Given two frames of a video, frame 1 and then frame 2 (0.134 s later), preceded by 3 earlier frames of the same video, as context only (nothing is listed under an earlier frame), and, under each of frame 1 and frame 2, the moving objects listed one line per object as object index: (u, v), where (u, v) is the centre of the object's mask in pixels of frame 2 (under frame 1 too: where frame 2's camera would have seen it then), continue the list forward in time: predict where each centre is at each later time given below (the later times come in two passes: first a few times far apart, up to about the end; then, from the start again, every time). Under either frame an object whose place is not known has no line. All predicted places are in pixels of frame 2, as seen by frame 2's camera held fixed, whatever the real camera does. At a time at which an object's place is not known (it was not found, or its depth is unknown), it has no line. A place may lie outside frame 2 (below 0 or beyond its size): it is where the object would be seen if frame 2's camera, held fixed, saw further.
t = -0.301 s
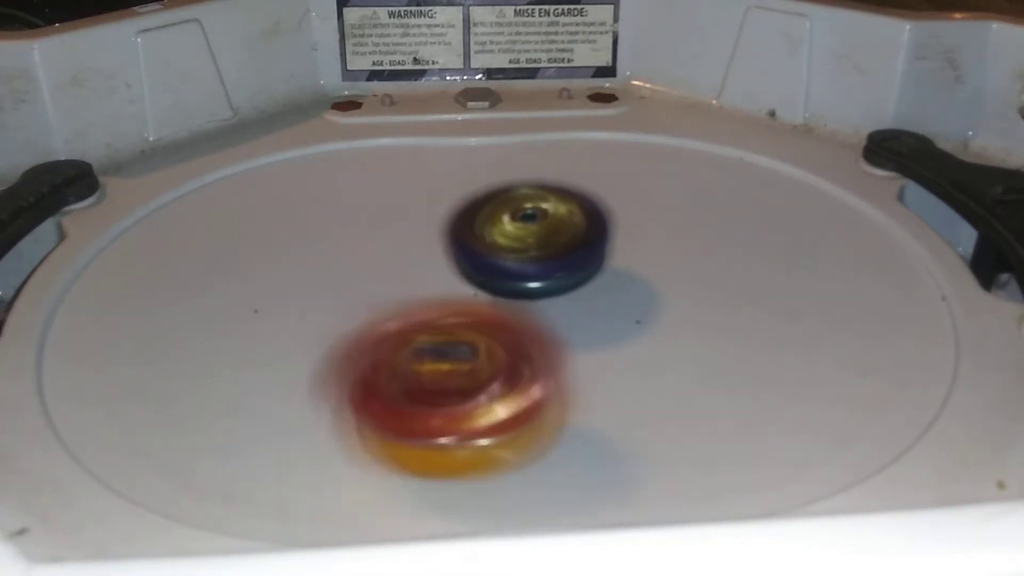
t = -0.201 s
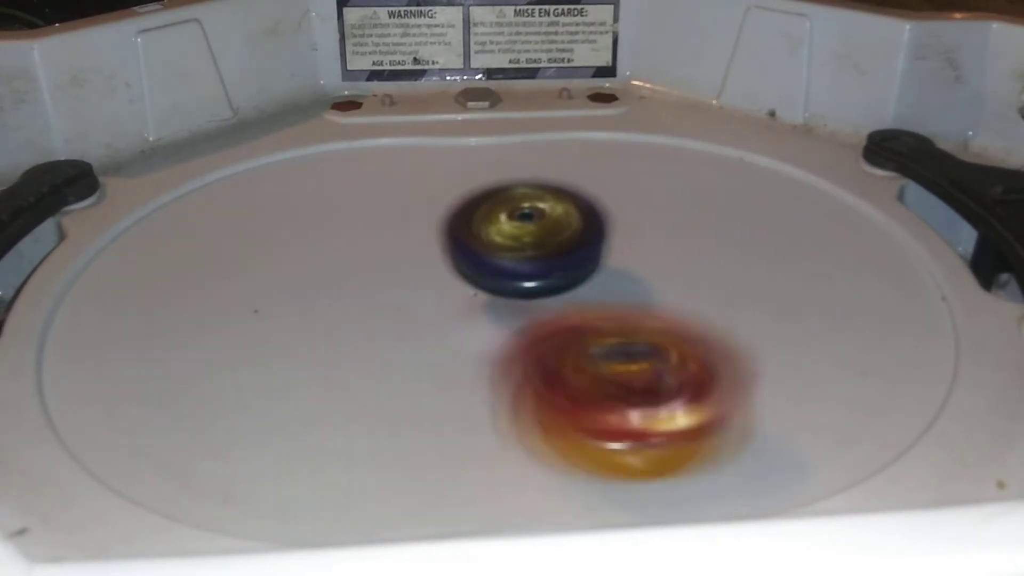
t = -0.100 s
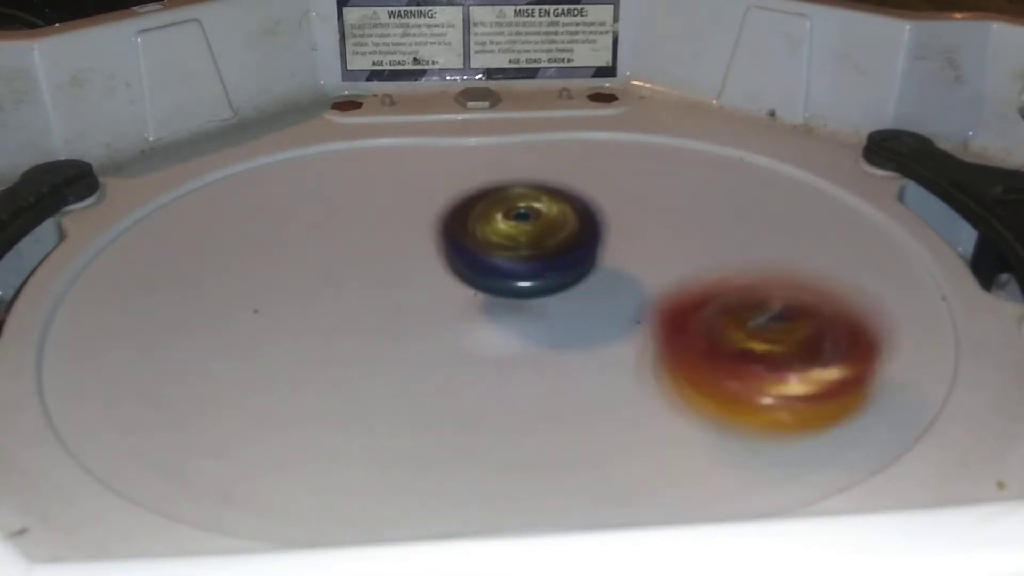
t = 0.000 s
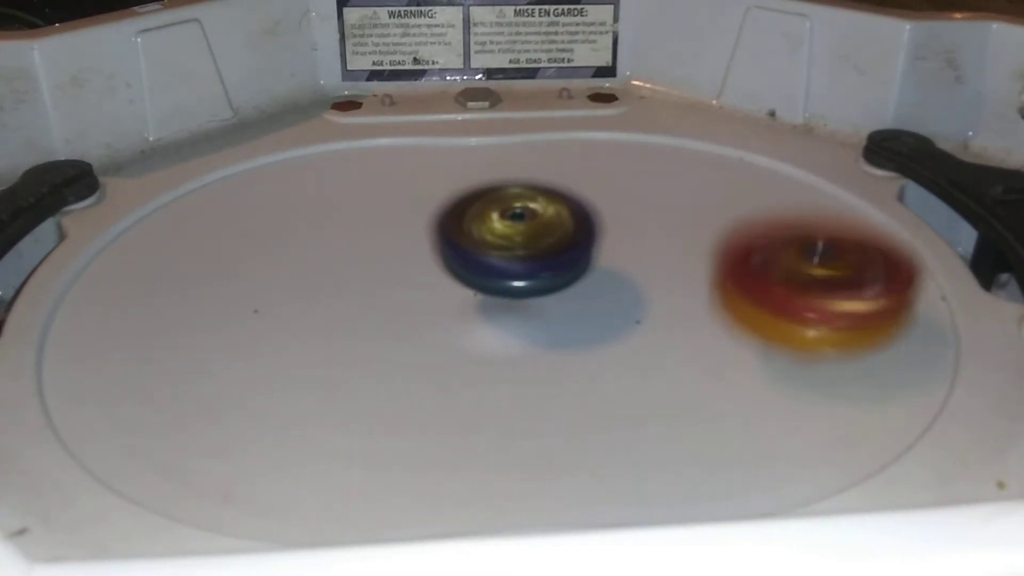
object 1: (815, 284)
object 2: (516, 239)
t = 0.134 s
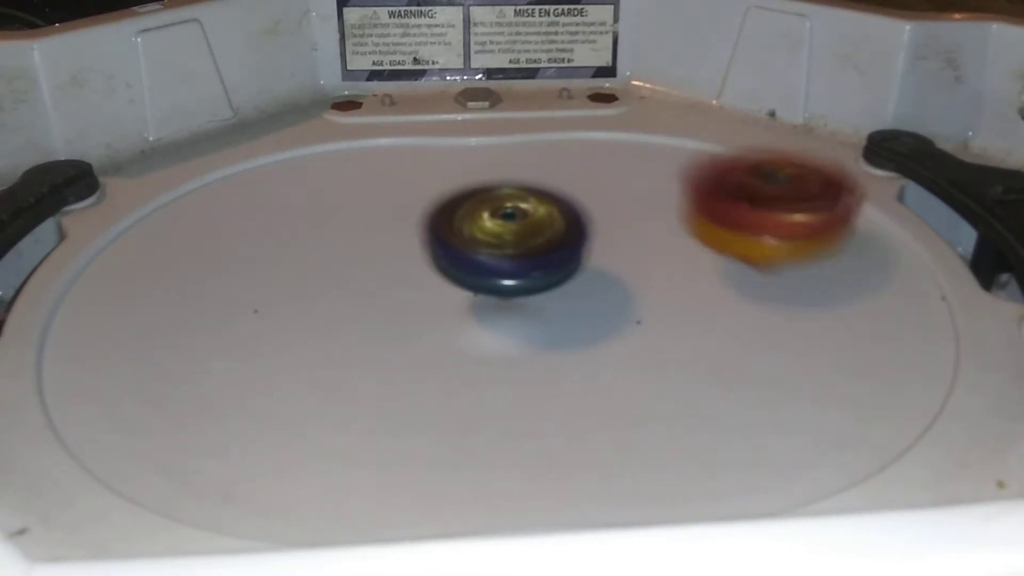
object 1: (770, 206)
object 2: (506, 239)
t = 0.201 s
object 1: (724, 179)
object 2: (499, 239)
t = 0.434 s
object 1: (492, 149)
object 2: (465, 247)
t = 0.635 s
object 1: (268, 203)
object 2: (463, 295)
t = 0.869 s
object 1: (217, 358)
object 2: (487, 301)
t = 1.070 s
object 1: (521, 407)
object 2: (517, 273)
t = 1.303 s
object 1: (907, 347)
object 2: (609, 191)
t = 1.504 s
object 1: (840, 215)
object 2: (620, 182)
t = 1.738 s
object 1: (766, 125)
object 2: (407, 179)
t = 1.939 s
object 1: (589, 123)
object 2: (294, 164)
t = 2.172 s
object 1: (547, 217)
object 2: (147, 162)
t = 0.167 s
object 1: (748, 191)
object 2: (503, 239)
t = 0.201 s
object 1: (724, 179)
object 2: (499, 239)
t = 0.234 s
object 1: (692, 169)
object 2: (496, 240)
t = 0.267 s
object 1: (659, 158)
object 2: (491, 240)
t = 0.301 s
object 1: (629, 153)
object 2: (485, 241)
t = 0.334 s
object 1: (597, 148)
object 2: (480, 242)
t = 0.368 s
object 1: (559, 147)
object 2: (474, 243)
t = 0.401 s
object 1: (526, 148)
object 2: (469, 245)
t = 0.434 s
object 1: (492, 149)
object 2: (465, 247)
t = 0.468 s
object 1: (455, 153)
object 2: (465, 250)
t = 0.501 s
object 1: (409, 159)
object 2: (467, 259)
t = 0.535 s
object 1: (370, 168)
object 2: (466, 272)
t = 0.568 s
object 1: (333, 175)
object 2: (464, 286)
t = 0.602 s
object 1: (300, 189)
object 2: (462, 292)
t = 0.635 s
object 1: (268, 203)
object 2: (463, 295)
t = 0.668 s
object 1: (239, 219)
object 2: (465, 297)
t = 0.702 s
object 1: (219, 235)
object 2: (466, 298)
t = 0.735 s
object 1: (199, 259)
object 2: (471, 300)
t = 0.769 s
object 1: (187, 284)
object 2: (474, 301)
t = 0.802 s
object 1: (186, 306)
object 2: (478, 301)
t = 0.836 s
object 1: (196, 331)
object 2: (483, 302)
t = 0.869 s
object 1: (217, 358)
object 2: (487, 301)
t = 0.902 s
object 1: (247, 374)
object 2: (492, 302)
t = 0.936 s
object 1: (301, 391)
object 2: (498, 302)
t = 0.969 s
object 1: (350, 398)
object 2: (502, 300)
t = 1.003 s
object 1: (410, 397)
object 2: (515, 293)
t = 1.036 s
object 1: (464, 393)
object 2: (517, 285)
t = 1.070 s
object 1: (521, 407)
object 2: (517, 273)
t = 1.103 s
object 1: (590, 419)
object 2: (531, 250)
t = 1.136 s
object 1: (651, 422)
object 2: (550, 236)
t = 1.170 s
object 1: (712, 421)
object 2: (564, 223)
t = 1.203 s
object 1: (778, 416)
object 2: (577, 207)
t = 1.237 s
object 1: (840, 402)
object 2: (589, 202)
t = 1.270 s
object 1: (880, 376)
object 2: (601, 197)
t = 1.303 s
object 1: (907, 347)
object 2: (609, 191)
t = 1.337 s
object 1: (918, 317)
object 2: (615, 189)
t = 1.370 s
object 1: (916, 293)
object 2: (619, 187)
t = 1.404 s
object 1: (904, 273)
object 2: (621, 185)
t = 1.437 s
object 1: (887, 251)
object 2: (621, 184)
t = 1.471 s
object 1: (863, 231)
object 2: (621, 183)
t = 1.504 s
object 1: (840, 215)
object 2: (620, 182)
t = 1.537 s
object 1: (813, 198)
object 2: (619, 181)
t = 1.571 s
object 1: (784, 183)
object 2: (617, 181)
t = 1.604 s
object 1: (787, 165)
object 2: (576, 180)
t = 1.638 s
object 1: (799, 151)
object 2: (524, 186)
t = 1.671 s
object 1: (803, 135)
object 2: (480, 179)
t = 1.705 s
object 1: (790, 126)
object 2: (440, 179)
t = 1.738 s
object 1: (766, 125)
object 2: (407, 179)
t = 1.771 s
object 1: (743, 122)
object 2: (380, 175)
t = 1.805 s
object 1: (717, 118)
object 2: (356, 174)
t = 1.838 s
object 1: (688, 114)
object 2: (336, 171)
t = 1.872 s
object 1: (659, 113)
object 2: (318, 168)
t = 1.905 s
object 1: (626, 117)
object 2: (304, 166)
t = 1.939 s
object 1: (589, 123)
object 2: (294, 164)
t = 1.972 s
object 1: (555, 132)
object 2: (286, 163)
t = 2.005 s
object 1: (526, 142)
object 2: (281, 163)
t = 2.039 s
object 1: (498, 153)
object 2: (278, 165)
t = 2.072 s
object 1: (469, 171)
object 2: (277, 168)
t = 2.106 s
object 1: (440, 187)
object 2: (276, 171)
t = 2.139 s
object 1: (470, 205)
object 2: (217, 174)
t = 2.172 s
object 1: (547, 217)
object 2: (147, 162)
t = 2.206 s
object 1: (619, 228)
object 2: (80, 149)
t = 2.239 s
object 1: (686, 238)
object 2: (49, 159)
